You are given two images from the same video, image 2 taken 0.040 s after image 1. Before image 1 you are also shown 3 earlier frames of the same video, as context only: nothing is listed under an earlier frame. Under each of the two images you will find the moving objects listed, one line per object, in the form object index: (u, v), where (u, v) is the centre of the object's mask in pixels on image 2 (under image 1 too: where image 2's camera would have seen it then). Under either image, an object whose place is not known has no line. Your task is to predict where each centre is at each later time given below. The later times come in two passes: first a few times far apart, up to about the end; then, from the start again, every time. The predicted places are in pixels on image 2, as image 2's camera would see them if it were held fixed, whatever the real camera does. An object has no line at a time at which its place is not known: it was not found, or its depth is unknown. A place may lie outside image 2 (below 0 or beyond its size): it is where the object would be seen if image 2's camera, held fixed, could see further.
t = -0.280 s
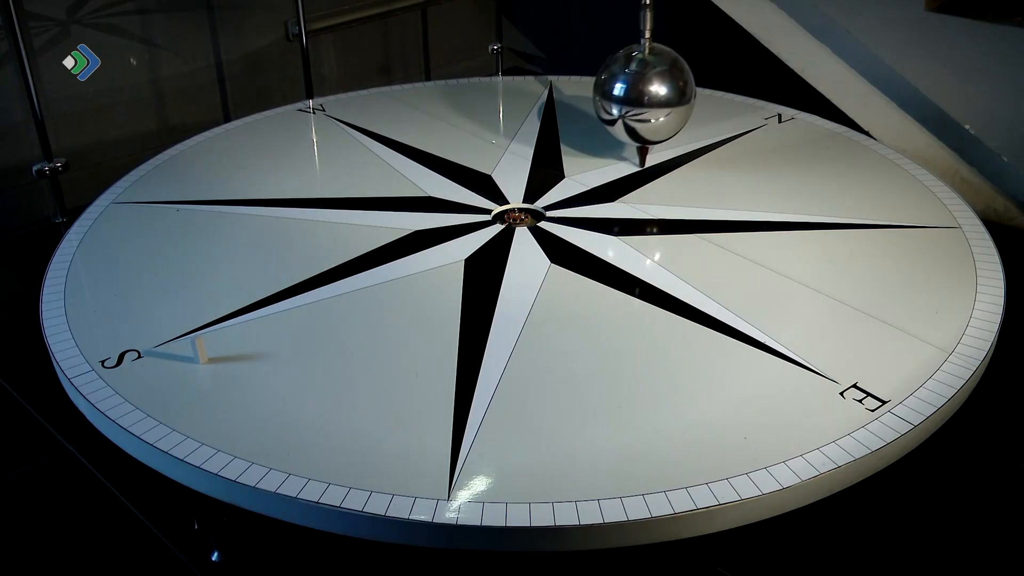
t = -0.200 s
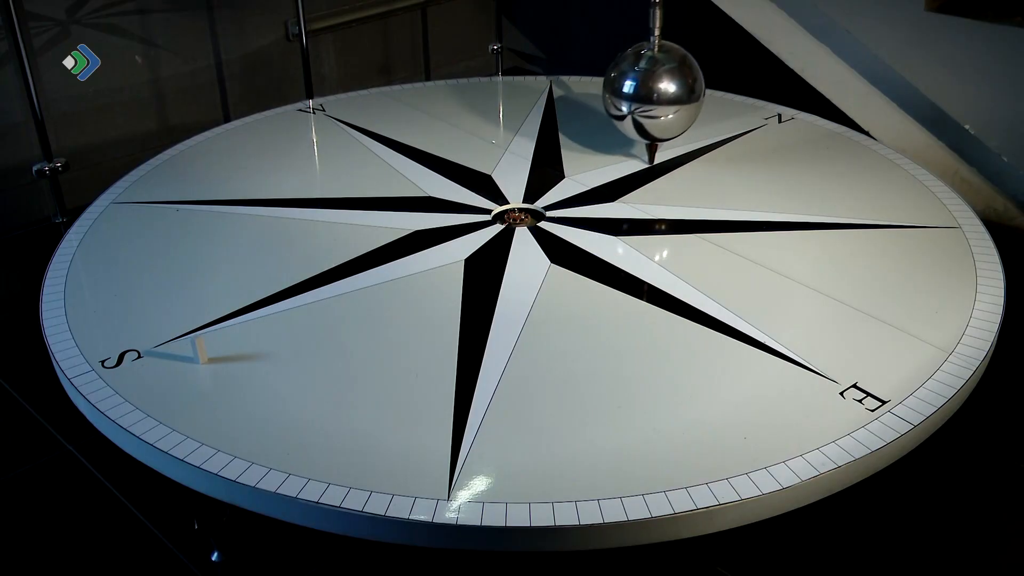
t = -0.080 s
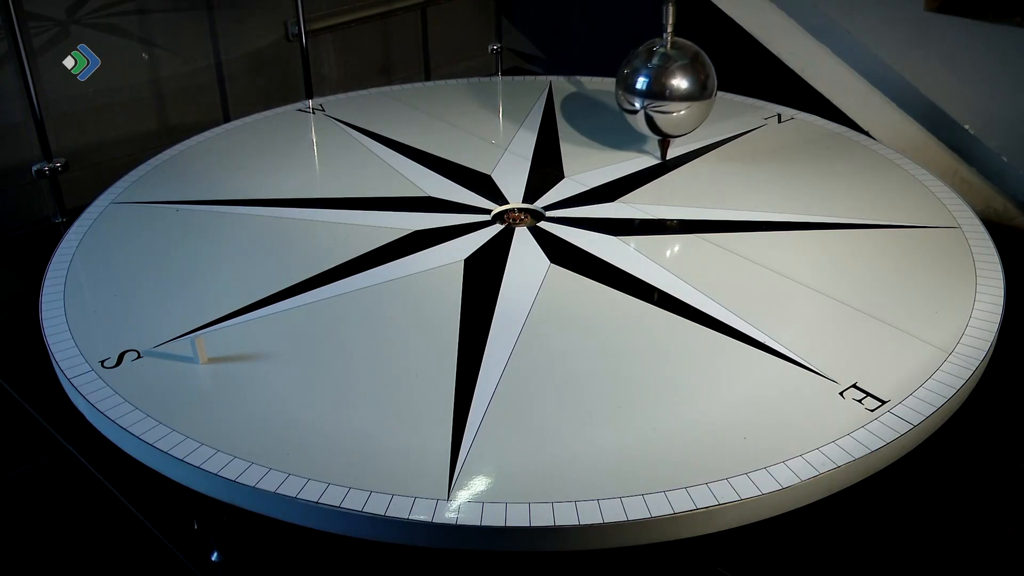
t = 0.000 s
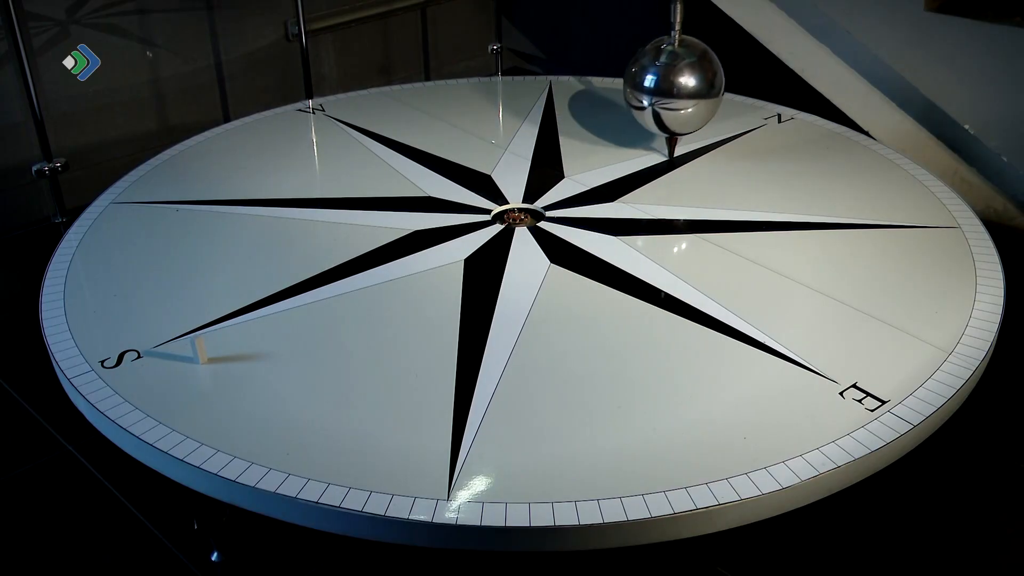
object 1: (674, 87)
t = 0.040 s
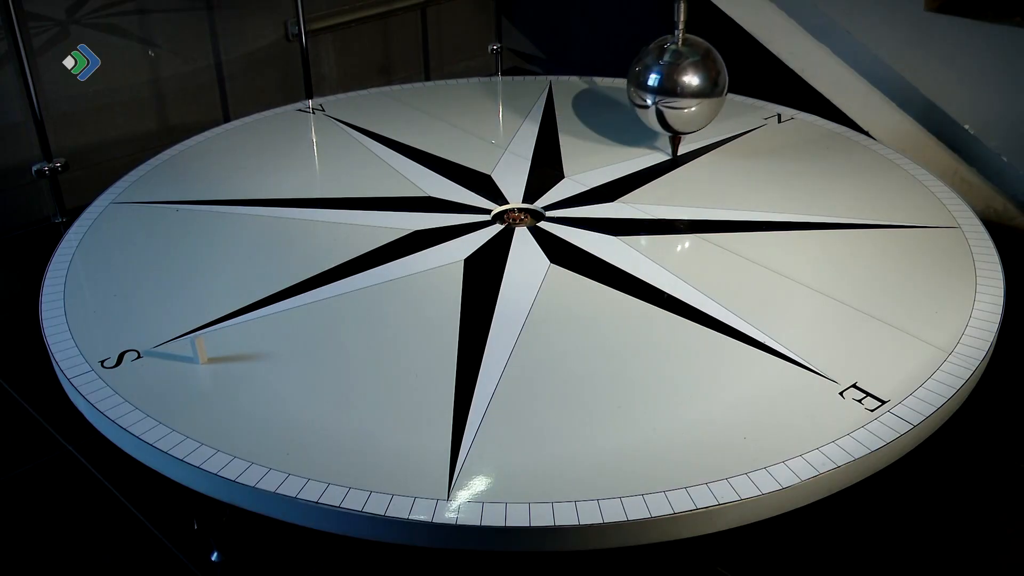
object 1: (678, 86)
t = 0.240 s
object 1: (693, 82)
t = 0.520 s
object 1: (709, 78)
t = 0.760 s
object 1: (715, 77)
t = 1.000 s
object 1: (715, 77)
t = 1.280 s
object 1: (707, 81)
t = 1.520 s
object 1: (694, 86)
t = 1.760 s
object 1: (674, 93)
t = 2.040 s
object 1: (643, 103)
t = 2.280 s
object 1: (611, 113)
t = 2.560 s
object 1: (568, 127)
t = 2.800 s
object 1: (526, 139)
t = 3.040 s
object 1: (482, 151)
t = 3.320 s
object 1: (429, 165)
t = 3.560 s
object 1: (385, 176)
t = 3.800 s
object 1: (345, 186)
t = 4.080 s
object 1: (304, 195)
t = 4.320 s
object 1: (277, 201)
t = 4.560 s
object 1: (259, 204)
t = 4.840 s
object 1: (252, 204)
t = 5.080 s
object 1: (258, 202)
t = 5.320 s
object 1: (274, 197)
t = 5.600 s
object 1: (305, 189)
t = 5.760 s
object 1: (327, 183)
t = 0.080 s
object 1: (681, 85)
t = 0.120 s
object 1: (684, 84)
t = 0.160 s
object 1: (687, 83)
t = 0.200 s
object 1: (691, 83)
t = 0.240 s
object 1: (693, 82)
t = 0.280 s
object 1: (696, 81)
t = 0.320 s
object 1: (699, 80)
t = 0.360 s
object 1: (701, 80)
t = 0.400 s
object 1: (703, 80)
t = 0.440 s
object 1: (705, 79)
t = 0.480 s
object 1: (707, 78)
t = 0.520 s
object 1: (709, 78)
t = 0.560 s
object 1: (710, 78)
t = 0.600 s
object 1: (712, 77)
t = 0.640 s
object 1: (713, 77)
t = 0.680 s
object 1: (714, 77)
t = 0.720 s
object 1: (714, 77)
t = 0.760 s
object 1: (715, 77)
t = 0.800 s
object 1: (716, 77)
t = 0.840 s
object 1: (716, 77)
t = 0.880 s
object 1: (716, 77)
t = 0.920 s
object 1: (716, 77)
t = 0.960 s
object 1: (716, 77)
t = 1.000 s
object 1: (715, 77)
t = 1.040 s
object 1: (715, 78)
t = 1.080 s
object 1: (714, 78)
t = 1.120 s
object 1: (713, 78)
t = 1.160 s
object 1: (712, 79)
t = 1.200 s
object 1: (711, 80)
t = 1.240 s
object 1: (709, 80)
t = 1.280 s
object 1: (707, 81)
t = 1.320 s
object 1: (705, 82)
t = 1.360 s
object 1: (704, 82)
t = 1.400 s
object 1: (701, 83)
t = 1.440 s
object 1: (699, 84)
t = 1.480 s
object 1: (696, 85)
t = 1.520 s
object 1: (694, 86)
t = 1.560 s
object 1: (691, 87)
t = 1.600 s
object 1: (688, 88)
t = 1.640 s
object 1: (685, 89)
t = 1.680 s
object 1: (681, 90)
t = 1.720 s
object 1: (678, 92)
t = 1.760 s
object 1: (674, 93)
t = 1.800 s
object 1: (670, 94)
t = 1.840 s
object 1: (666, 96)
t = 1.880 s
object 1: (662, 97)
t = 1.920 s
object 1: (657, 98)
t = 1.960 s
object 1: (653, 100)
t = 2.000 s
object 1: (648, 101)
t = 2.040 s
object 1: (643, 103)
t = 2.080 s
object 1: (638, 105)
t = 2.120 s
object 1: (633, 106)
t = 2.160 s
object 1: (628, 108)
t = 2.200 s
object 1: (622, 110)
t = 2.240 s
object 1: (617, 111)
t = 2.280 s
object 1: (611, 113)
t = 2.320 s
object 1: (605, 115)
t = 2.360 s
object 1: (599, 117)
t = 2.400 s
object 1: (593, 118)
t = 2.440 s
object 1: (587, 121)
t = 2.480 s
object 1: (581, 123)
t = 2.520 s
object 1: (574, 124)
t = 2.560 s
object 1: (568, 127)
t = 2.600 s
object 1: (561, 128)
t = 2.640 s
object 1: (554, 130)
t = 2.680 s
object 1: (547, 133)
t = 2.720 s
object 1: (540, 135)
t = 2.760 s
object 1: (533, 137)
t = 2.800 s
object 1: (526, 139)
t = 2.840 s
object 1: (519, 141)
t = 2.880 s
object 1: (511, 143)
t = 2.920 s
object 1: (504, 145)
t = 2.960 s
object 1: (497, 147)
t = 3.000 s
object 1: (490, 149)
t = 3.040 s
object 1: (482, 151)
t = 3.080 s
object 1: (474, 153)
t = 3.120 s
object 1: (467, 155)
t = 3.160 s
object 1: (459, 157)
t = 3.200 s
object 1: (452, 159)
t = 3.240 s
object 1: (444, 161)
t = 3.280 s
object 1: (437, 163)
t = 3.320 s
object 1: (429, 165)
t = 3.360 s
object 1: (422, 167)
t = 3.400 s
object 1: (415, 169)
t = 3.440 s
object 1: (407, 171)
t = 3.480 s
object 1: (400, 172)
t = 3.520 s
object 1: (393, 174)
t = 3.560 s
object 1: (385, 176)
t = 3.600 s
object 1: (378, 178)
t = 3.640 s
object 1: (371, 179)
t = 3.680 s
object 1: (365, 181)
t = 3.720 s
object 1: (358, 183)
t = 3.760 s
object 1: (351, 184)
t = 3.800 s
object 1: (345, 186)
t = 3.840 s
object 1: (338, 187)
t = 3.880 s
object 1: (332, 189)
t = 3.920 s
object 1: (326, 190)
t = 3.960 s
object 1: (320, 191)
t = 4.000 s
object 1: (314, 193)
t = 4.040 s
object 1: (309, 194)
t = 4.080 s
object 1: (304, 195)
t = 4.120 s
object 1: (298, 196)
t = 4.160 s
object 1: (294, 197)
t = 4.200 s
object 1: (289, 198)
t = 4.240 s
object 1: (285, 199)
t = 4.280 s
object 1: (281, 200)
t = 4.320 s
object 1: (277, 201)
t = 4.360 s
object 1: (273, 201)
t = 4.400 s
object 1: (270, 202)
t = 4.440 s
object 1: (267, 203)
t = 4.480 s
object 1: (264, 203)
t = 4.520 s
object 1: (262, 203)
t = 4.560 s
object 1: (259, 204)
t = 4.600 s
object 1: (257, 204)
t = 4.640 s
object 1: (256, 204)
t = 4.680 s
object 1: (255, 204)
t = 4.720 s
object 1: (253, 204)
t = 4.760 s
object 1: (253, 204)
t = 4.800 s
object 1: (252, 204)
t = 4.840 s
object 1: (252, 204)
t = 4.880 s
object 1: (252, 204)
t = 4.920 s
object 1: (253, 204)
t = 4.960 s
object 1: (254, 204)
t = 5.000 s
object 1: (255, 203)
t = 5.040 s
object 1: (256, 203)
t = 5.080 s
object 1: (258, 202)
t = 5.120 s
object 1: (260, 201)
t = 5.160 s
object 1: (262, 201)
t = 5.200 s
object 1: (265, 200)
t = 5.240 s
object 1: (268, 199)
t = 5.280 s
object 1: (271, 198)
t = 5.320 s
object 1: (274, 197)
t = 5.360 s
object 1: (278, 196)
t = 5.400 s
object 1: (282, 195)
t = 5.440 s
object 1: (286, 194)
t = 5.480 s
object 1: (290, 192)
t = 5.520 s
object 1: (295, 191)
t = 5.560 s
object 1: (300, 190)
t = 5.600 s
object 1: (305, 189)
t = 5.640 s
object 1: (310, 187)
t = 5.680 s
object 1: (316, 186)
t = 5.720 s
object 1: (321, 185)
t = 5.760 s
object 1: (327, 183)
